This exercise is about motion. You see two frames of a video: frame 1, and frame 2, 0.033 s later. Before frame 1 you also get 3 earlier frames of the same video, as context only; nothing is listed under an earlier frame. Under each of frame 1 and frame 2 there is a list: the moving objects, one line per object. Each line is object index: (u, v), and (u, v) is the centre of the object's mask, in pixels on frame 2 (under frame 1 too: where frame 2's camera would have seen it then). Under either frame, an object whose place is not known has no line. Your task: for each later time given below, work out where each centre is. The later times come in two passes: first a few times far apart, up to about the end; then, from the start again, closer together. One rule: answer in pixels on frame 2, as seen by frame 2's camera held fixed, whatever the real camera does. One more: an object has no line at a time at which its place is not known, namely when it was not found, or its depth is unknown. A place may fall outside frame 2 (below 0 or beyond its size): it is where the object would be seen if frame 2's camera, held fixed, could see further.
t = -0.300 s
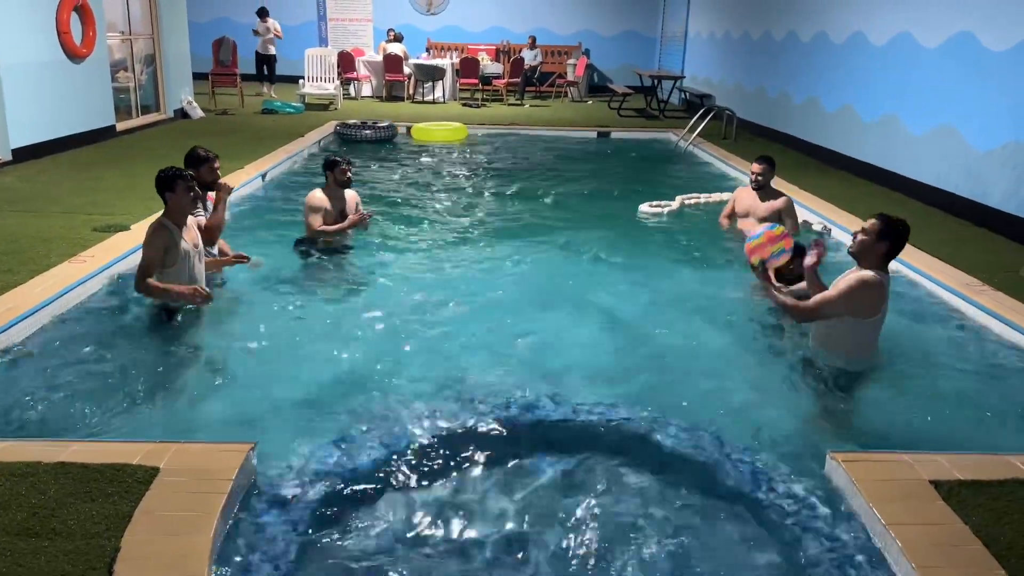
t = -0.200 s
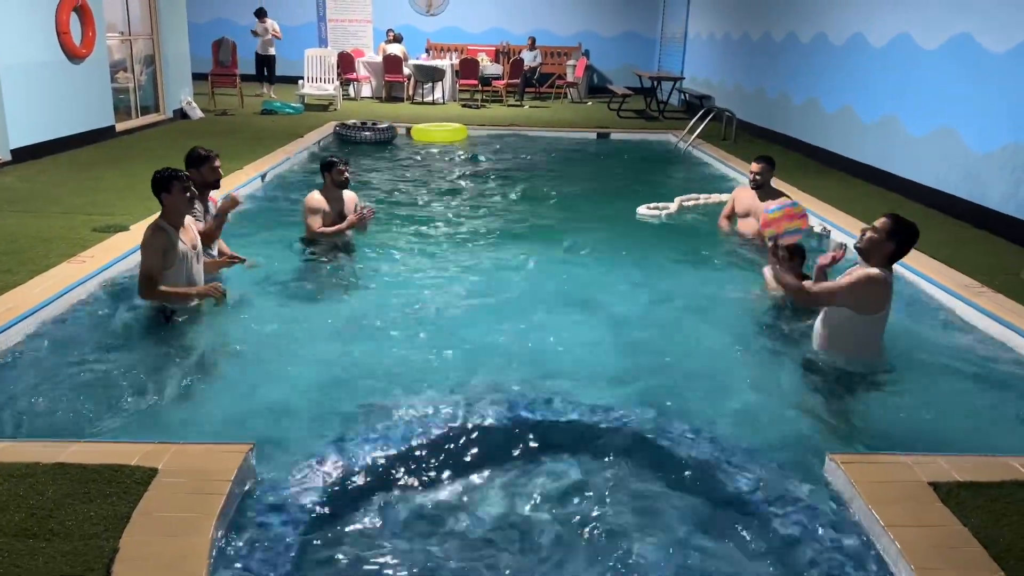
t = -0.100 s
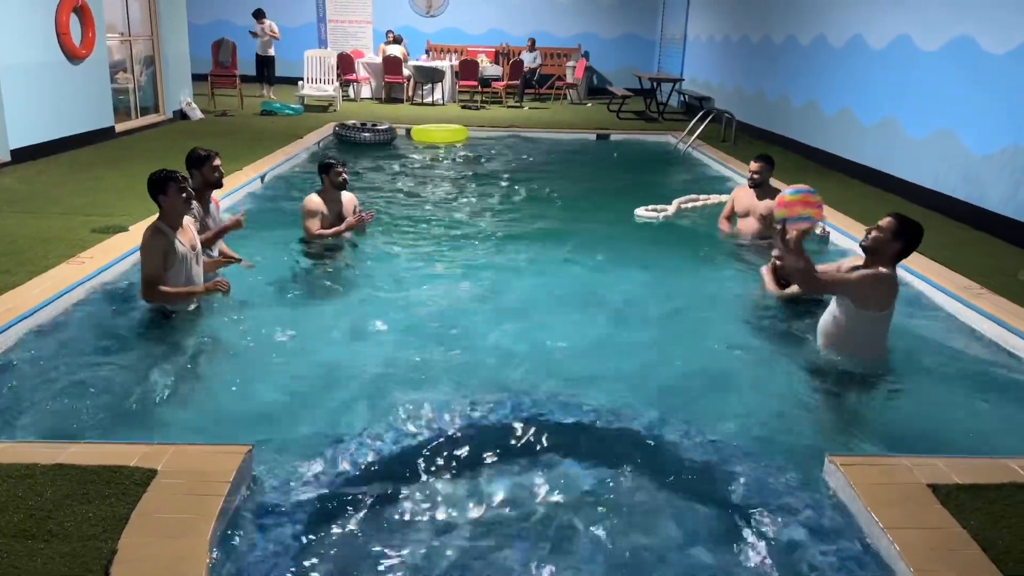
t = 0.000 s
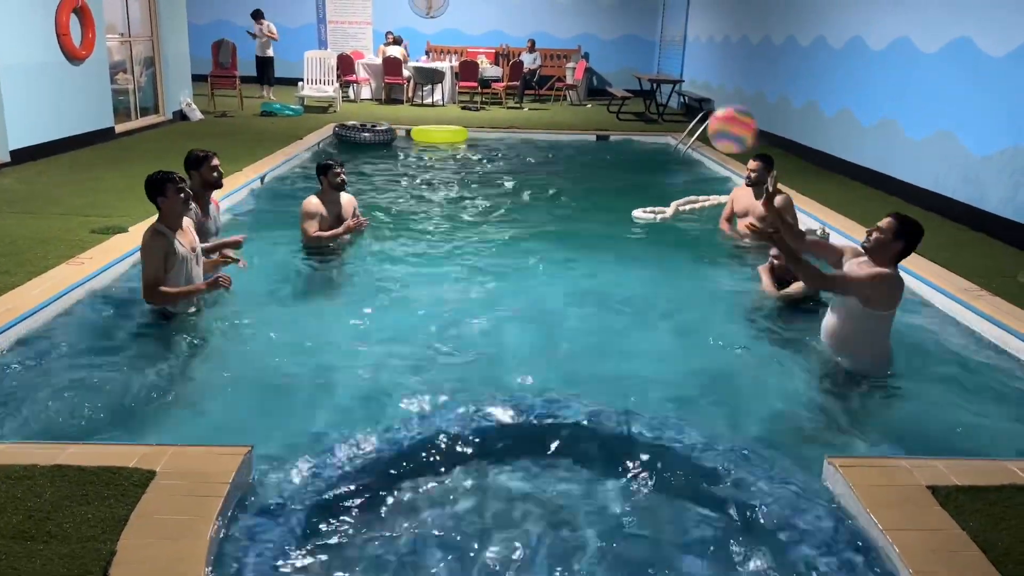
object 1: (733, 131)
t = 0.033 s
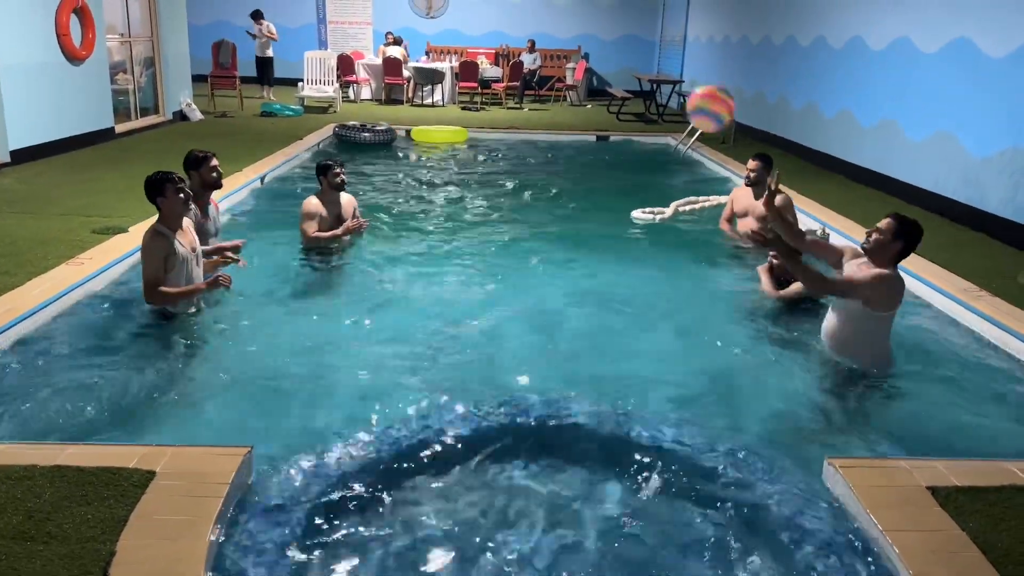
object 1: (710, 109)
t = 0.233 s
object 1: (573, 21)
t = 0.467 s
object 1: (432, 21)
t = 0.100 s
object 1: (661, 67)
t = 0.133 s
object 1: (640, 52)
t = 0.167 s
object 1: (617, 39)
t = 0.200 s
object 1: (593, 27)
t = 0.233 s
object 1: (573, 21)
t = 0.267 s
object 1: (553, 17)
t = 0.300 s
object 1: (528, 14)
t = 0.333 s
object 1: (510, 13)
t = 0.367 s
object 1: (491, 13)
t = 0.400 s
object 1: (468, 14)
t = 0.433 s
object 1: (451, 16)
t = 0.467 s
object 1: (432, 21)
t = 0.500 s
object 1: (413, 29)
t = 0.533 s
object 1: (397, 37)
